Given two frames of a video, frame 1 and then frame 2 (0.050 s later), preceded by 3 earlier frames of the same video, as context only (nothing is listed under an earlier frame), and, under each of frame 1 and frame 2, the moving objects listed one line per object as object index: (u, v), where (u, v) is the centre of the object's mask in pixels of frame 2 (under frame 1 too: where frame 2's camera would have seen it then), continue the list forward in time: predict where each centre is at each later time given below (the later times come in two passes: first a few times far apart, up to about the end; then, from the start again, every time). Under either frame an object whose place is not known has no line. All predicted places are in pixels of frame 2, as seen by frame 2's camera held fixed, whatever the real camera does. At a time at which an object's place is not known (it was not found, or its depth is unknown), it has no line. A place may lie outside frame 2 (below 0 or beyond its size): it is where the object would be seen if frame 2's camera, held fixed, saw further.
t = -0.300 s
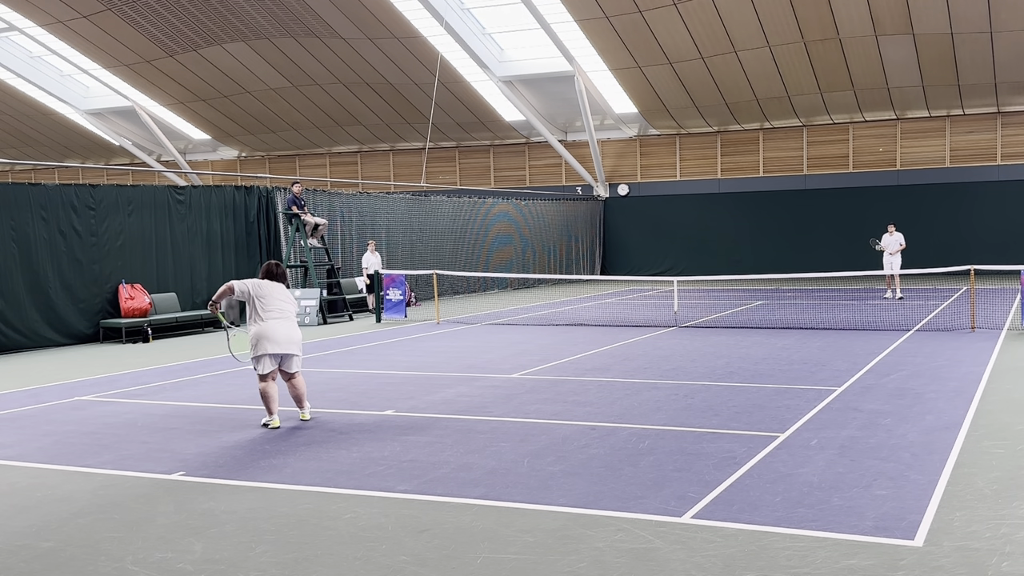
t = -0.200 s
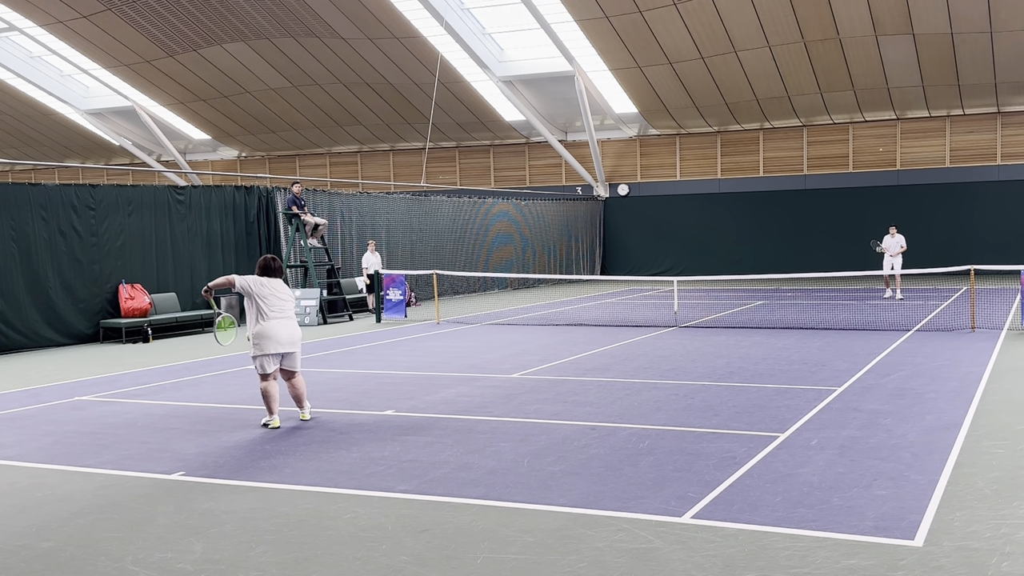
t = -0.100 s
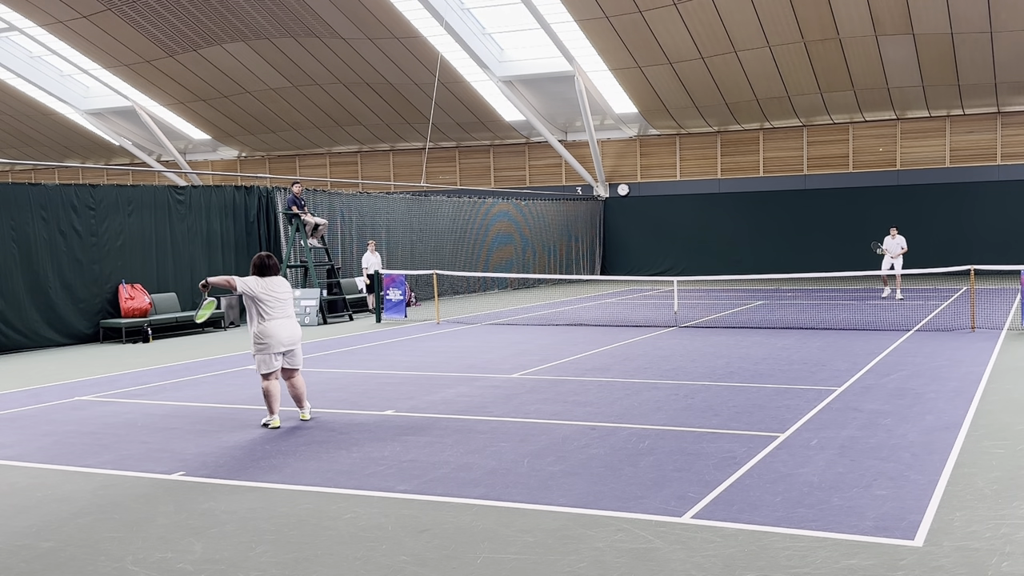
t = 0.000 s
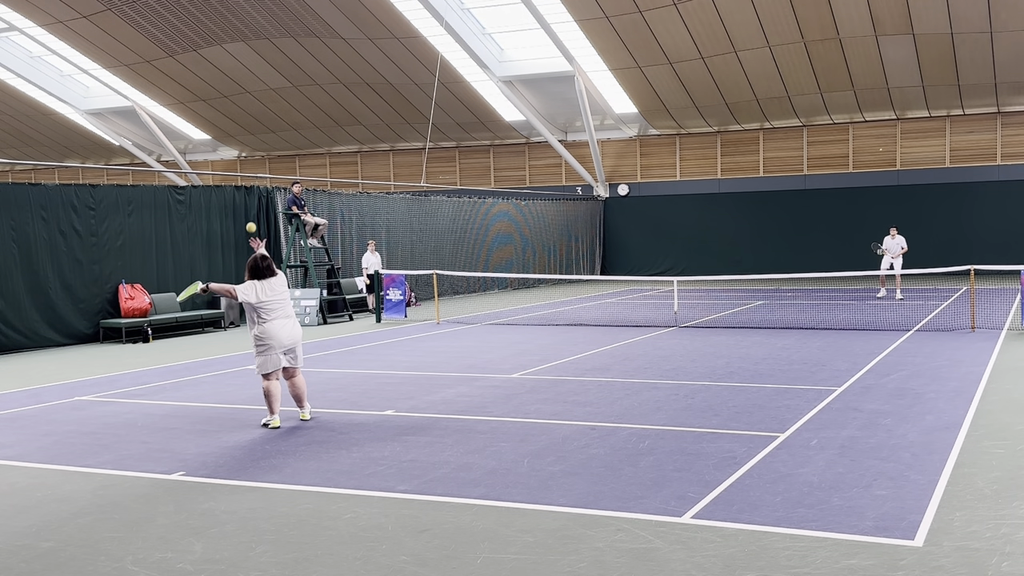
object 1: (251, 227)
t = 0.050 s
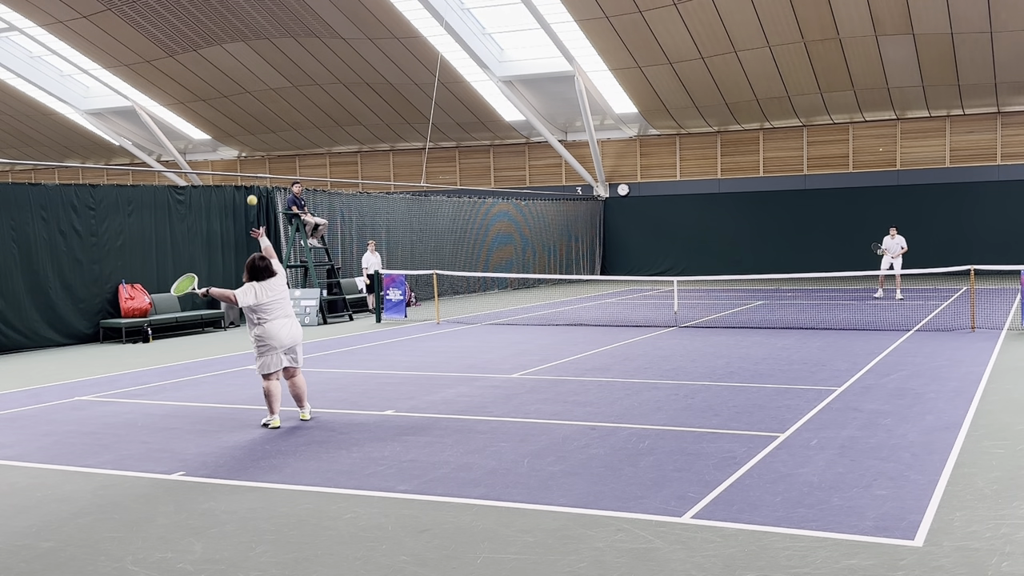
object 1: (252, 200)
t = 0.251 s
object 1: (256, 117)
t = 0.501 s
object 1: (264, 72)
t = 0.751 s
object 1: (274, 89)
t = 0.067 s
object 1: (252, 191)
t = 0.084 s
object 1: (252, 183)
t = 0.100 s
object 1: (252, 174)
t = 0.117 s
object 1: (253, 167)
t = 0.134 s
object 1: (253, 160)
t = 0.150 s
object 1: (254, 153)
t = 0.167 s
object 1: (254, 146)
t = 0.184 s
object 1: (255, 140)
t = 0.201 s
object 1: (255, 134)
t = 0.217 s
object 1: (255, 128)
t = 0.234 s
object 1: (256, 122)
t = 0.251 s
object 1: (256, 117)
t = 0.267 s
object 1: (256, 112)
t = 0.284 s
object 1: (257, 107)
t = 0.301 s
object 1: (257, 103)
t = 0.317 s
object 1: (258, 99)
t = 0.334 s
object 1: (258, 95)
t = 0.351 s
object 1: (259, 91)
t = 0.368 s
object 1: (259, 88)
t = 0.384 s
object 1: (260, 85)
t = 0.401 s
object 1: (260, 82)
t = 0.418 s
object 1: (261, 80)
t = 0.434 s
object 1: (261, 78)
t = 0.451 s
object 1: (262, 76)
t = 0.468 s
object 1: (263, 74)
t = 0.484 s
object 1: (263, 73)
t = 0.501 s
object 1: (264, 72)
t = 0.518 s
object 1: (264, 71)
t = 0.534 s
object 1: (265, 71)
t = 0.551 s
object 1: (266, 70)
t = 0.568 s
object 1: (266, 70)
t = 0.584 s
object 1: (267, 71)
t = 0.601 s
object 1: (268, 71)
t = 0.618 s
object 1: (268, 72)
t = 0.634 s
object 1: (269, 74)
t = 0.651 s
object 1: (270, 75)
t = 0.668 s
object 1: (270, 77)
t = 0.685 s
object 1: (271, 79)
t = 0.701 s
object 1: (272, 81)
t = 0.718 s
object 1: (273, 83)
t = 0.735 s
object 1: (274, 86)
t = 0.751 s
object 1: (274, 89)
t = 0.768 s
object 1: (275, 93)
